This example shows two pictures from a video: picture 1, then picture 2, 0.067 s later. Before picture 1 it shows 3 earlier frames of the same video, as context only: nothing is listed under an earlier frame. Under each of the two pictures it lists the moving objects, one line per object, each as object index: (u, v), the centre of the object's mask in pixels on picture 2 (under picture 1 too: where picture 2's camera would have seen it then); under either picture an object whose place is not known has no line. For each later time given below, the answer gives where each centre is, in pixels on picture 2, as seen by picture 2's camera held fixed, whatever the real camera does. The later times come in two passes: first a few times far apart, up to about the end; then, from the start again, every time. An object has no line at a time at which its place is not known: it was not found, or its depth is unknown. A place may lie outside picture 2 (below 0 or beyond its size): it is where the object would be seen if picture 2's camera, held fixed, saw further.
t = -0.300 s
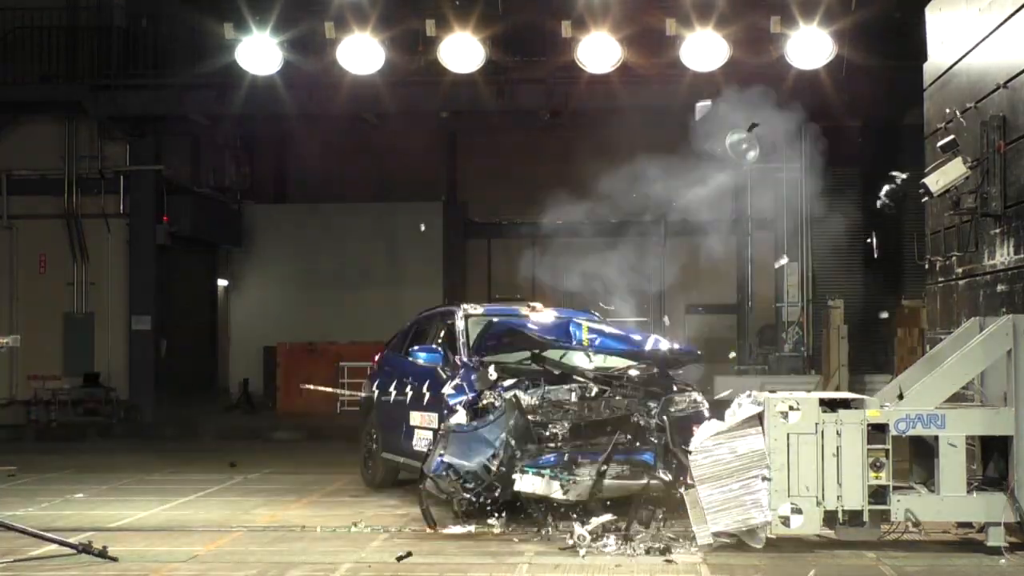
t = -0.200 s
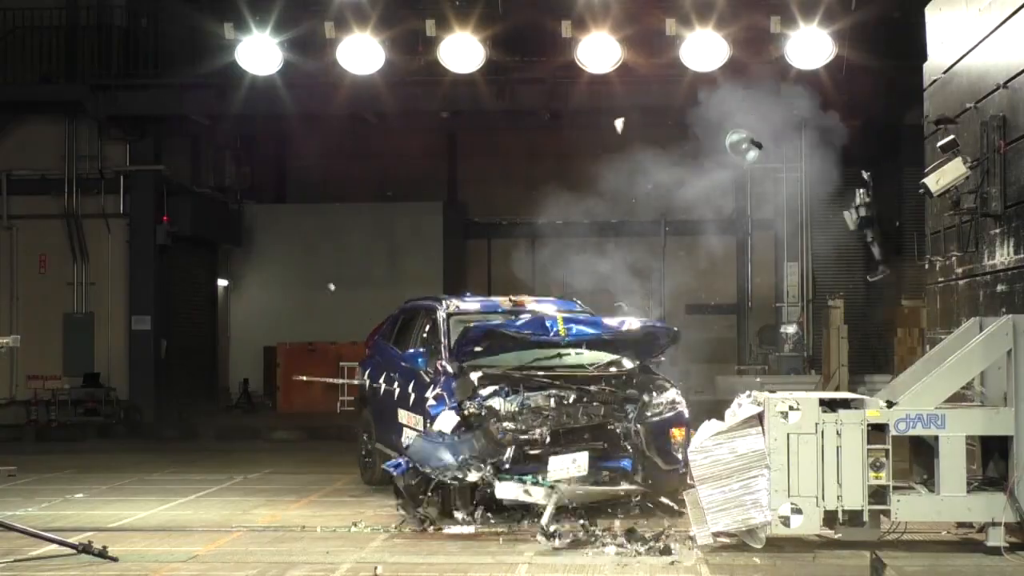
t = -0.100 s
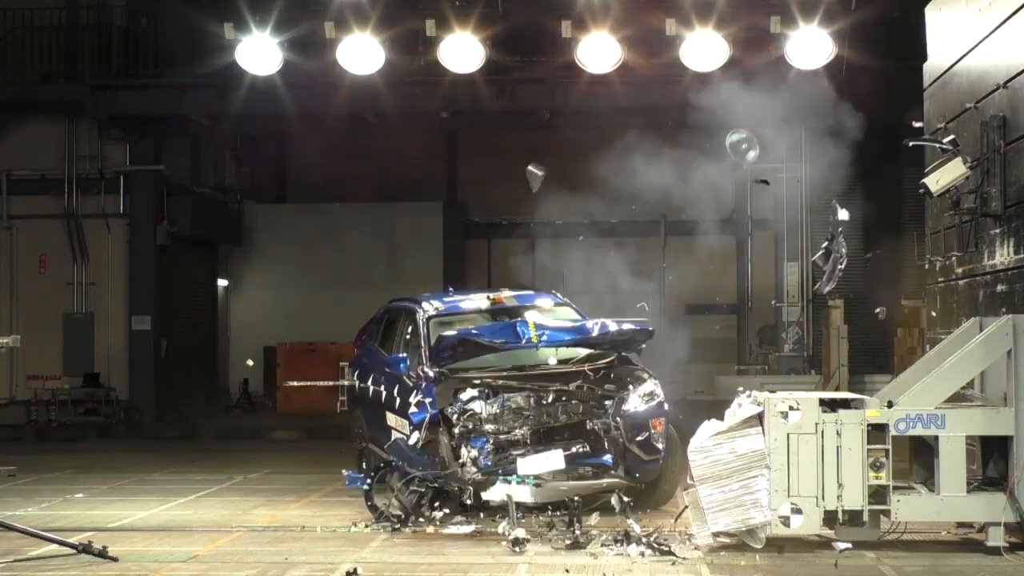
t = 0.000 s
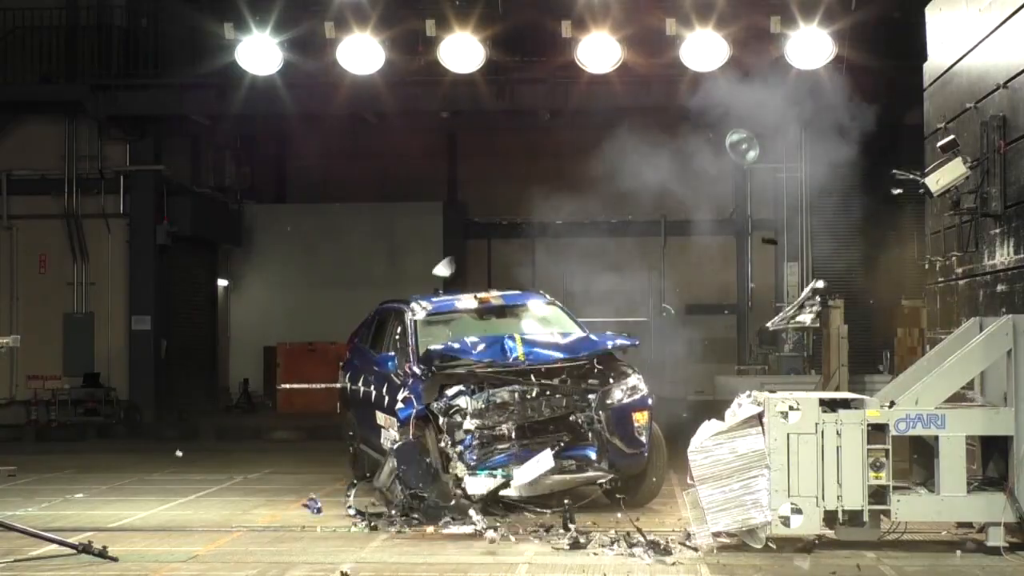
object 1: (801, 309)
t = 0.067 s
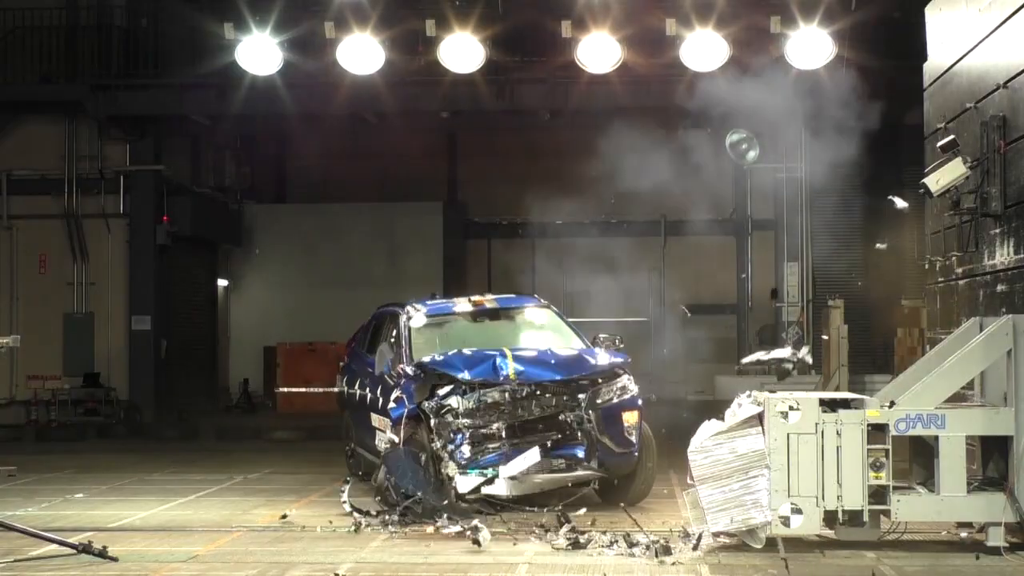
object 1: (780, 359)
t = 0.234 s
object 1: (724, 402)
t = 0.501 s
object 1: (661, 535)
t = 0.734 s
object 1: (599, 515)
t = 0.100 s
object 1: (767, 385)
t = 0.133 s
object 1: (760, 388)
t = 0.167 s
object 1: (751, 390)
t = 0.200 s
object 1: (737, 394)
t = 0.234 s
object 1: (724, 402)
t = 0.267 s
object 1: (711, 411)
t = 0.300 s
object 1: (699, 427)
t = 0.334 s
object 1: (690, 445)
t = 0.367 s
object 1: (684, 463)
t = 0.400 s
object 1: (681, 476)
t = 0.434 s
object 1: (675, 487)
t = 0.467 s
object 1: (666, 506)
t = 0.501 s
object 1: (661, 535)
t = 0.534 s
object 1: (645, 553)
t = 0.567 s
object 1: (644, 551)
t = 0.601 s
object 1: (632, 542)
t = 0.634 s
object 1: (623, 533)
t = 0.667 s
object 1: (615, 526)
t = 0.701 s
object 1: (607, 520)
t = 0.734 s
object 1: (599, 515)
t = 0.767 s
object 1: (589, 511)
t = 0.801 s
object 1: (584, 515)
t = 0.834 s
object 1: (575, 518)
